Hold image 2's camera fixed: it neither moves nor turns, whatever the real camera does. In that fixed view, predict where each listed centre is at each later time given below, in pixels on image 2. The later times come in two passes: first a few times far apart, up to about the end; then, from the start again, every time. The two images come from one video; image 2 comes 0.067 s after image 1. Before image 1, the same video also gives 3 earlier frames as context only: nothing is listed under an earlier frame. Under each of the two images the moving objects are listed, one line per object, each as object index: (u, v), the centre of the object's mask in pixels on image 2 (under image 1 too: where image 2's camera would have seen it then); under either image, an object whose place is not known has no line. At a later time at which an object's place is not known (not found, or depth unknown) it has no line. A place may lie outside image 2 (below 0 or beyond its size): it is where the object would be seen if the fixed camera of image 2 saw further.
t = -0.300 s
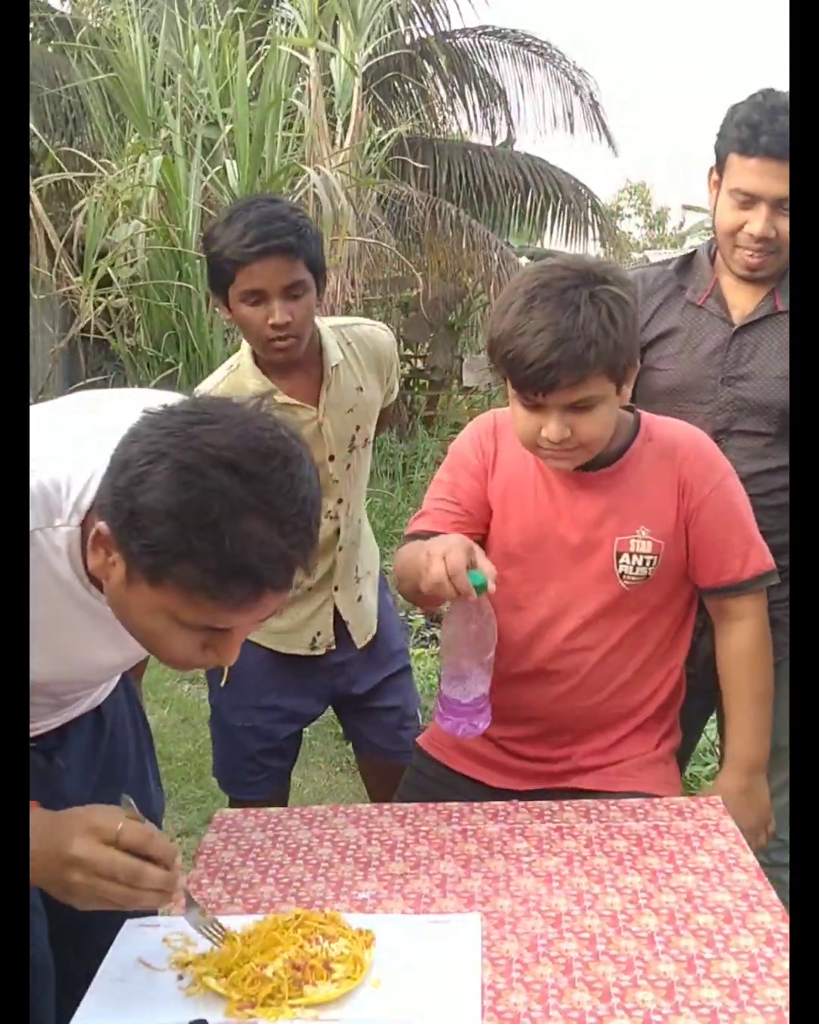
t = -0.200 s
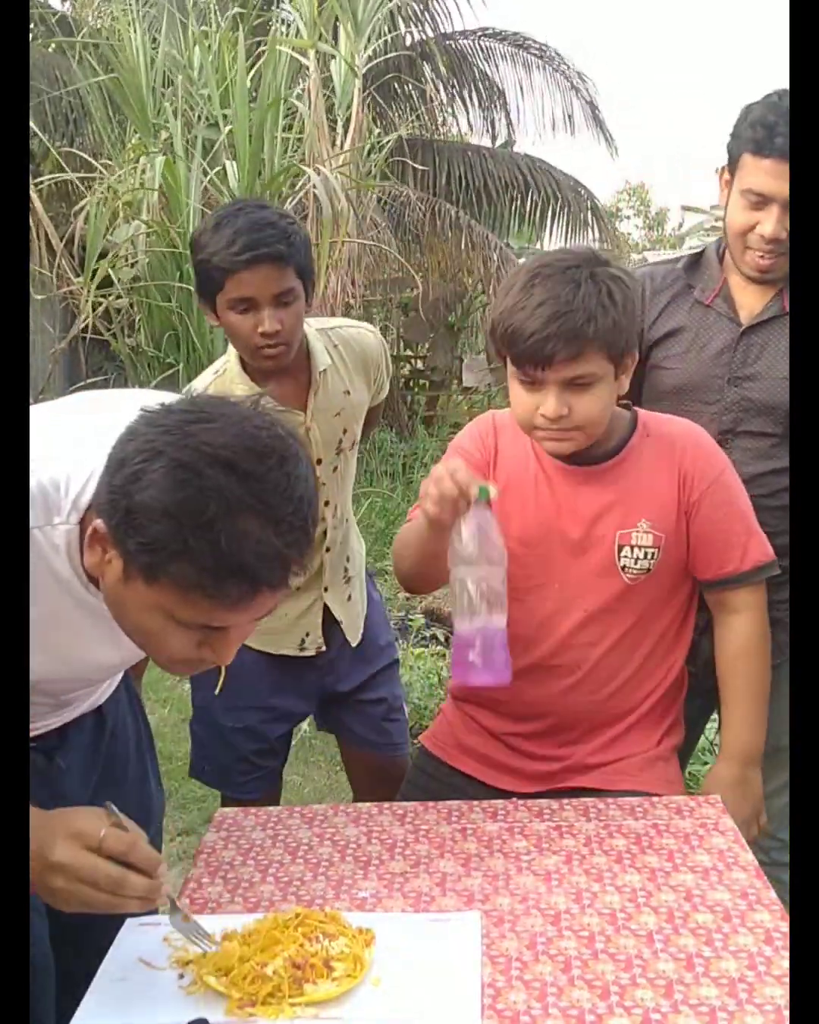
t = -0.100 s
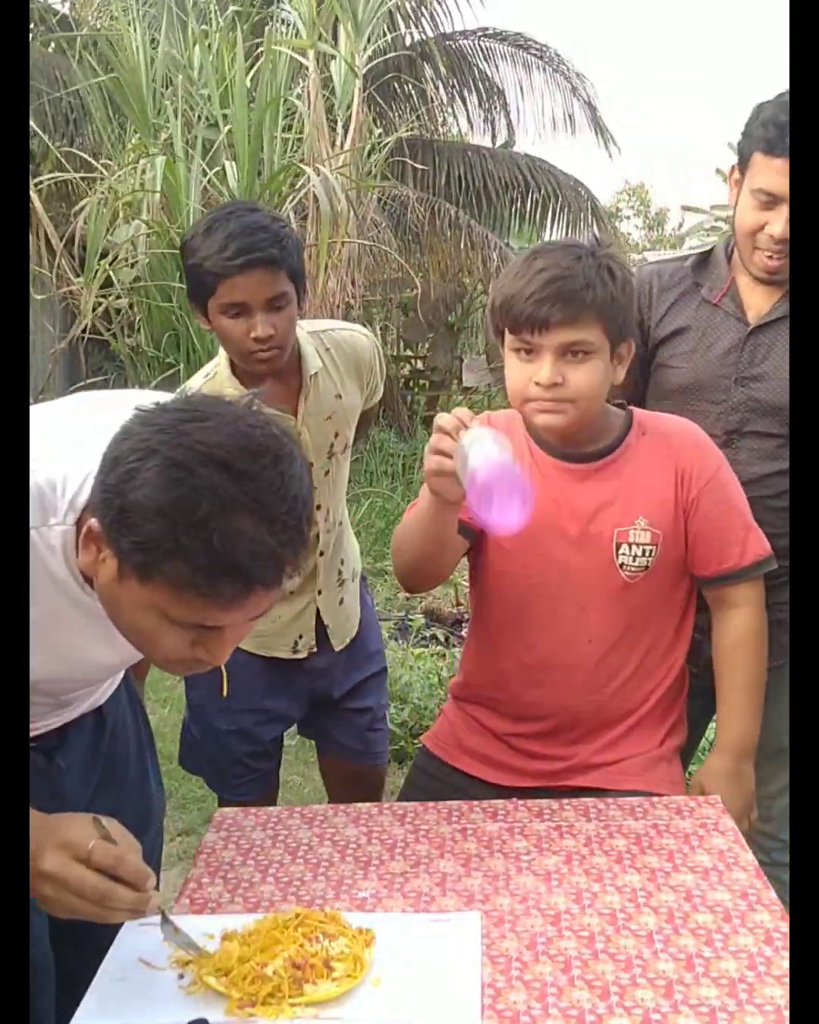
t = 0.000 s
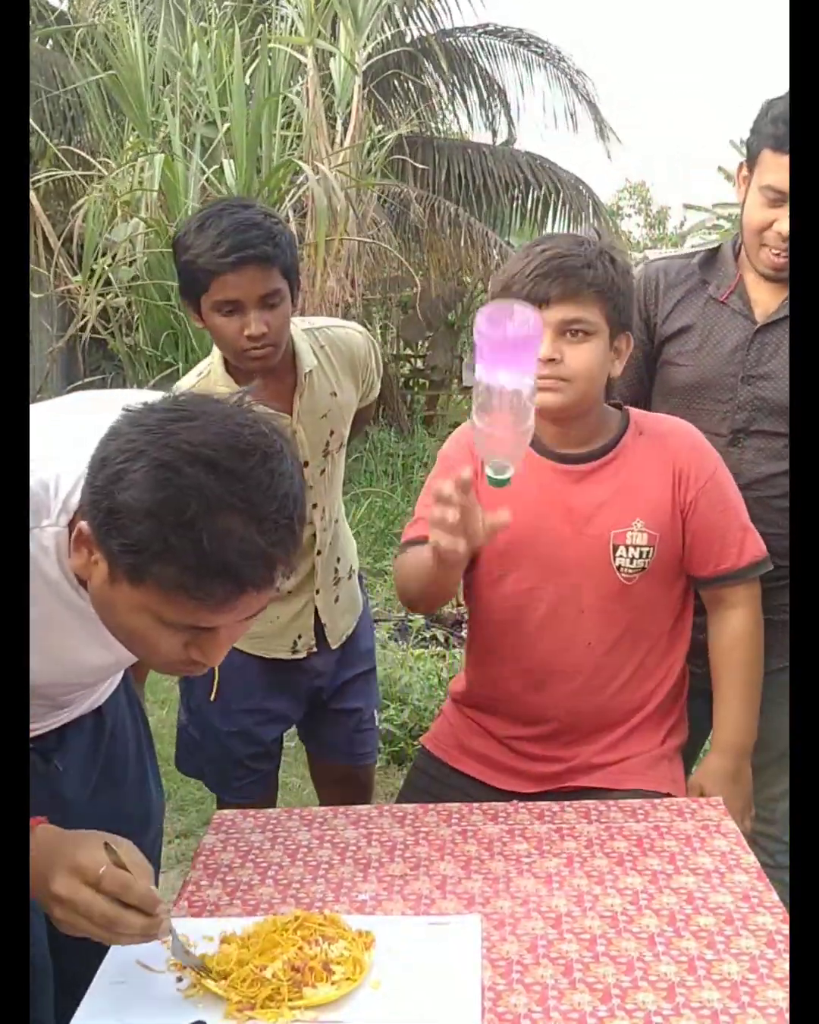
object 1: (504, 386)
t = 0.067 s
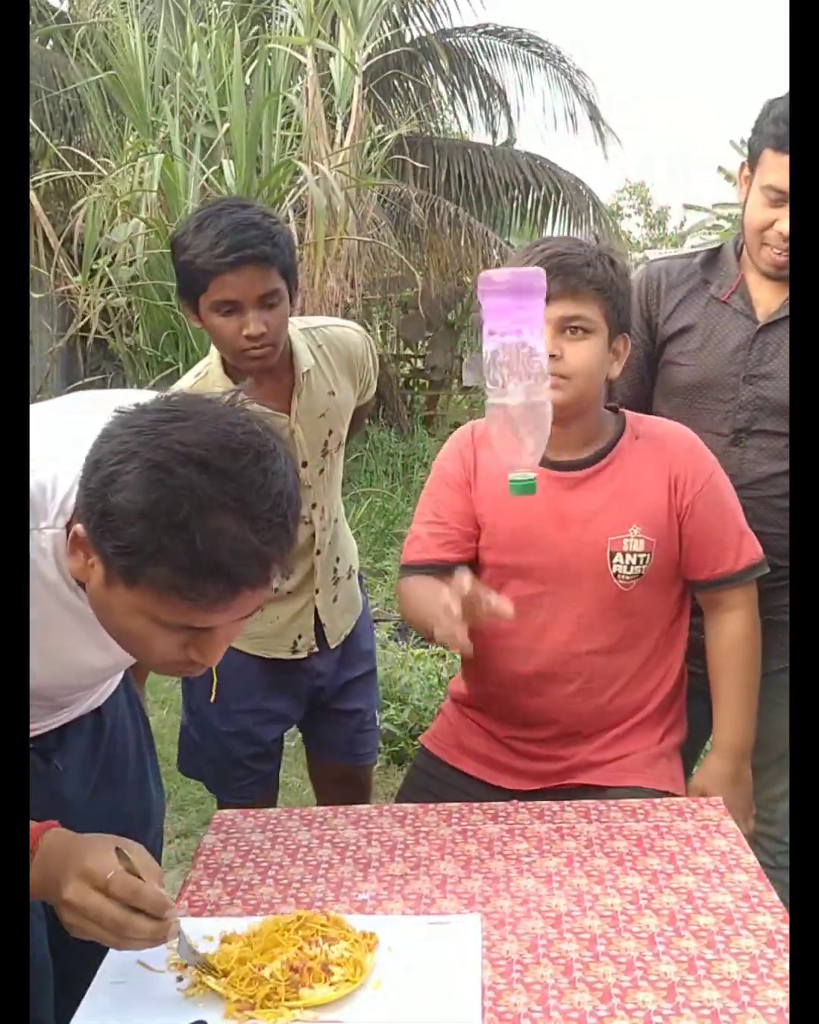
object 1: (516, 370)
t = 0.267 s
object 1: (541, 464)
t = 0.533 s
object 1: (565, 833)
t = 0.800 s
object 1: (573, 878)
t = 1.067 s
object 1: (568, 879)
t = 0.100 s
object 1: (523, 365)
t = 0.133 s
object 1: (527, 367)
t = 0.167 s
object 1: (532, 374)
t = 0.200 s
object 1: (536, 392)
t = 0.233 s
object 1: (538, 421)
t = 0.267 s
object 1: (541, 464)
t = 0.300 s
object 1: (546, 515)
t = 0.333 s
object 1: (549, 579)
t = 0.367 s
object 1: (553, 653)
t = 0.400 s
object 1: (556, 733)
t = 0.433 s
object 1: (559, 796)
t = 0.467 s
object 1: (561, 809)
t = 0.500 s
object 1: (562, 820)
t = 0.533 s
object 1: (565, 833)
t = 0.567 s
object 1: (568, 850)
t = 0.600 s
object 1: (573, 876)
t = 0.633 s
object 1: (572, 875)
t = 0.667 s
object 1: (573, 877)
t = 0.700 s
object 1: (574, 878)
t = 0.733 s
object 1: (573, 878)
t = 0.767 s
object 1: (573, 878)
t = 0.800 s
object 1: (573, 878)
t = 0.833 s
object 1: (573, 878)
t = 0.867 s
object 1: (573, 878)
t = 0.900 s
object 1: (573, 878)
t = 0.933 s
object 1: (572, 878)
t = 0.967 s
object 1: (570, 879)
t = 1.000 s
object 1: (569, 879)
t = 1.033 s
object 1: (569, 879)
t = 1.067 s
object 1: (568, 879)
